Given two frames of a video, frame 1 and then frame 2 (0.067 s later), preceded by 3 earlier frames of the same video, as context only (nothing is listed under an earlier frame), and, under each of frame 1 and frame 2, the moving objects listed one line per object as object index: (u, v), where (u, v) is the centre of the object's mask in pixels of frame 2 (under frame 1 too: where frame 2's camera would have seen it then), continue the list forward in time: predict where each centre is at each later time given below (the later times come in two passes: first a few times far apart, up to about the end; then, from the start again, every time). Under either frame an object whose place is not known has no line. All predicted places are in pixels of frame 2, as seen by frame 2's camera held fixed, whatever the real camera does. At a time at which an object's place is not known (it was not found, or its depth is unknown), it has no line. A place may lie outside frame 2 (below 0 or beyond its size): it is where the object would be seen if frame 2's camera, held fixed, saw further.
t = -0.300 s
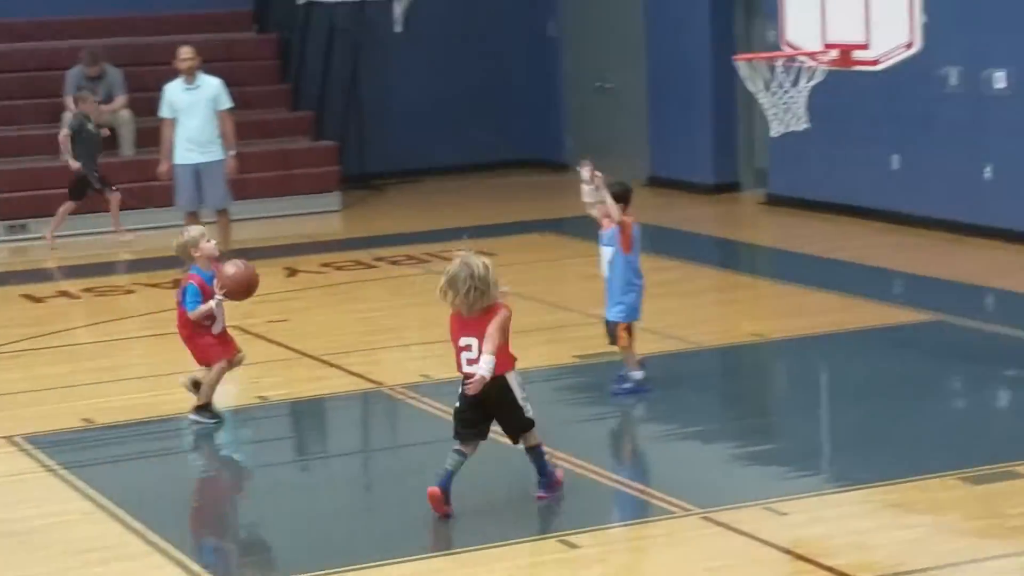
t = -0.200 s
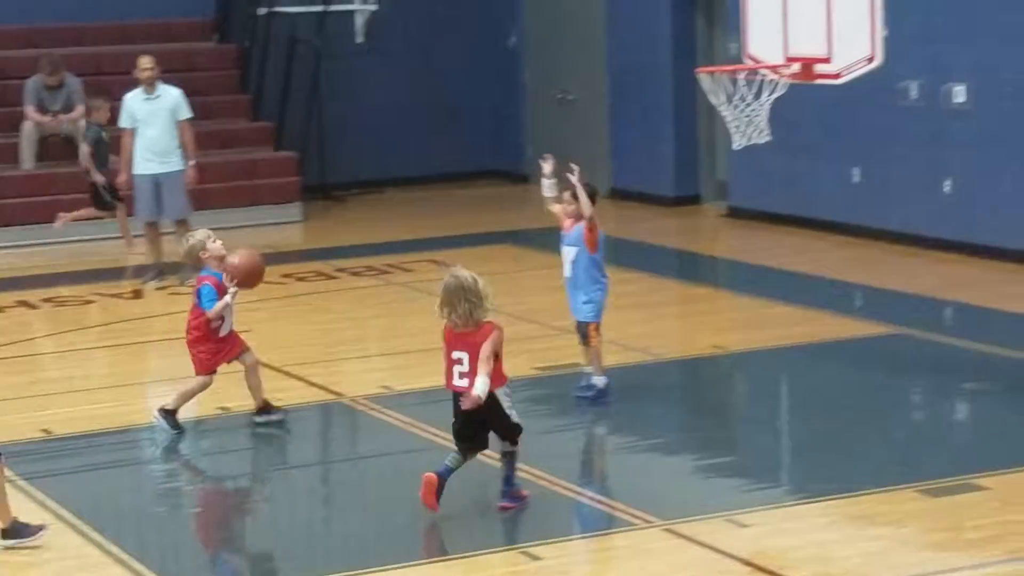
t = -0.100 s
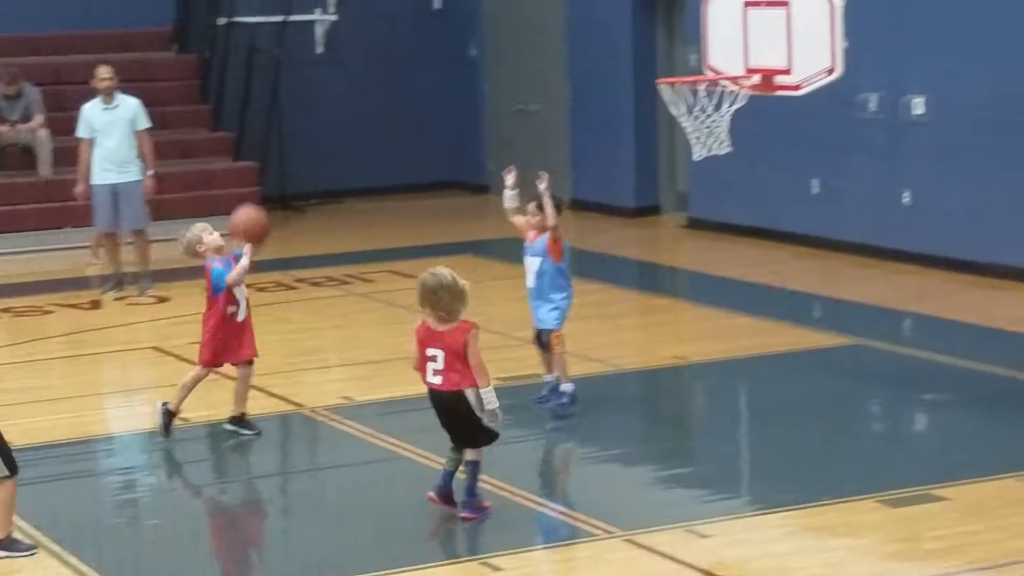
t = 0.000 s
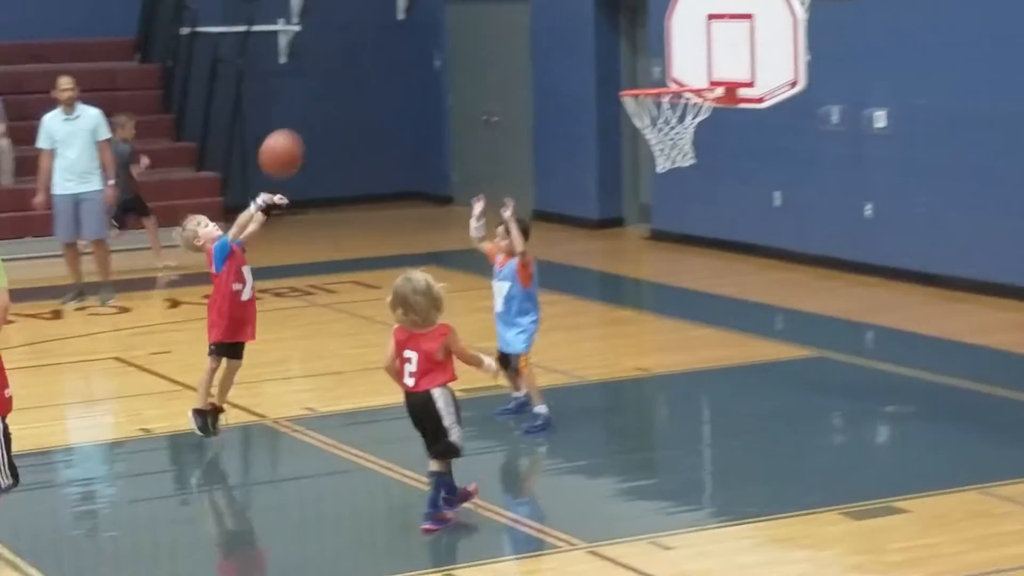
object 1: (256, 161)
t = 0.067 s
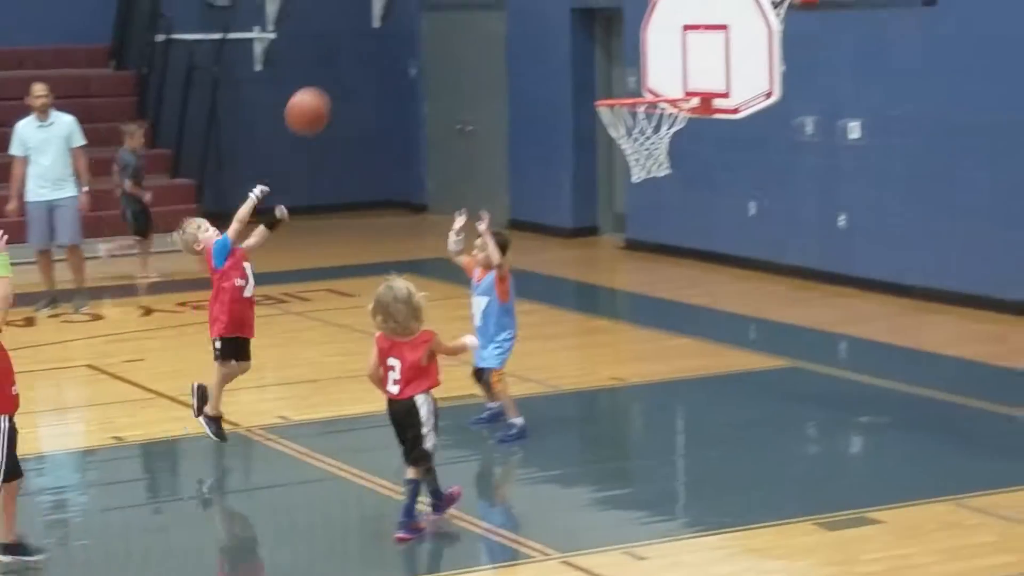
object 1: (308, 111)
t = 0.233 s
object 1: (437, 20)
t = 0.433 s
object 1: (592, -21)
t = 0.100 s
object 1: (333, 89)
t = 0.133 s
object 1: (360, 69)
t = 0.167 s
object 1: (385, 50)
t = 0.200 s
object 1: (412, 35)
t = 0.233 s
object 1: (437, 20)
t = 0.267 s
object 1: (463, 7)
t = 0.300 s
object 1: (489, -2)
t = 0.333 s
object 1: (515, -9)
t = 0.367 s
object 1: (541, -15)
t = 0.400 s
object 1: (567, -19)
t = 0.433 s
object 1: (592, -21)
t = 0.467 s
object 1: (619, -21)
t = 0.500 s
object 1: (644, -18)
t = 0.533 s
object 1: (669, -14)
